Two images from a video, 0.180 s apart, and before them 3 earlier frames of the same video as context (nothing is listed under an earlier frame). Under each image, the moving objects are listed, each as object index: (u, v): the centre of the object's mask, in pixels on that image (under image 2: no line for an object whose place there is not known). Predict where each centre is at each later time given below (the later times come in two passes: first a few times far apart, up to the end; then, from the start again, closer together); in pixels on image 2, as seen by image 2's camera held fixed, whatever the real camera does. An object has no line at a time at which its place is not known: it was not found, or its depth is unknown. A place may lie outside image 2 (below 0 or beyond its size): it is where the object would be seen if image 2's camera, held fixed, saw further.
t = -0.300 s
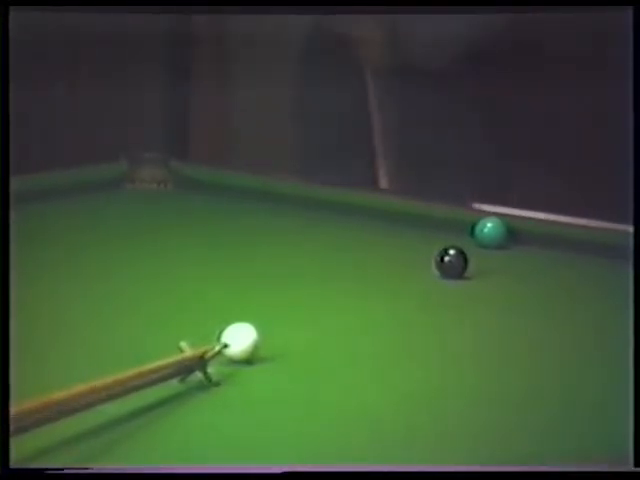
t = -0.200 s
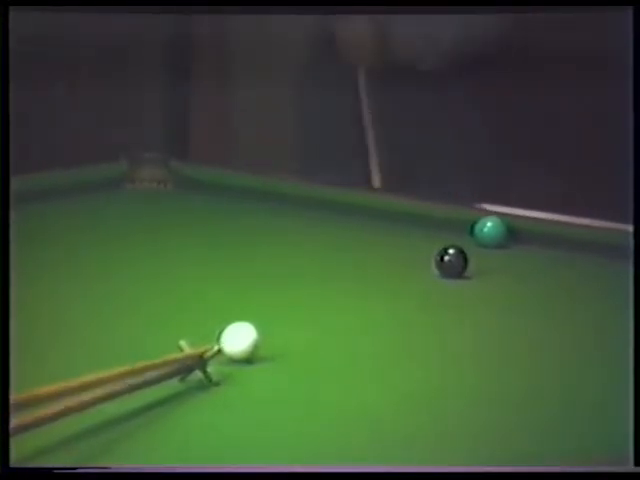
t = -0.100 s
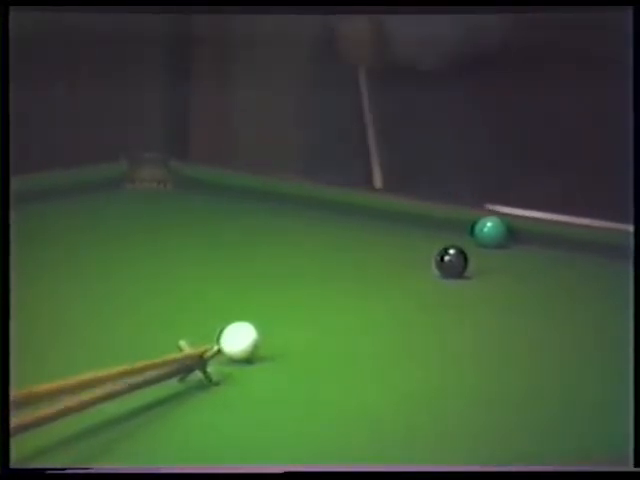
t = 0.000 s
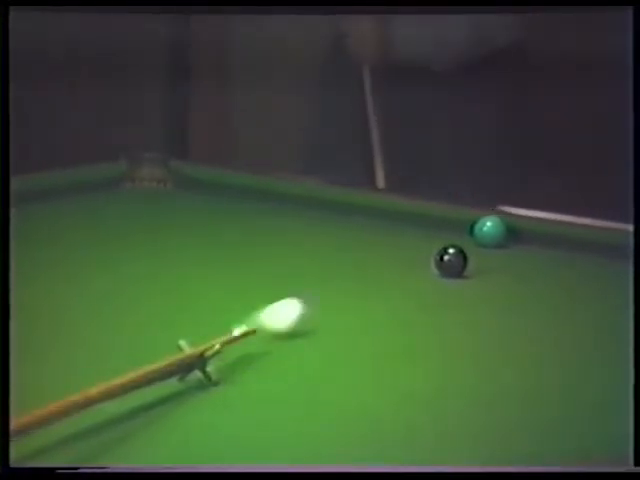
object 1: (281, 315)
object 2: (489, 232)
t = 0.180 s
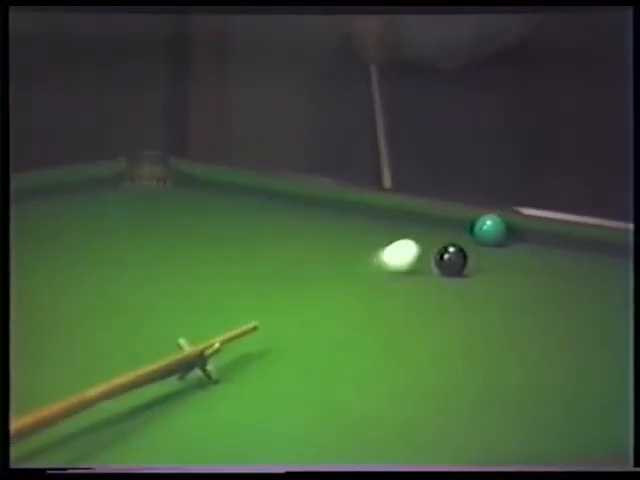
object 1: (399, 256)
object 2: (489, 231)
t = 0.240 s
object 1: (430, 239)
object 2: (489, 231)
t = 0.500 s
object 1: (285, 217)
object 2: (502, 240)
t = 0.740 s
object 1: (92, 212)
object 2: (494, 255)
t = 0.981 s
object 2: (487, 271)
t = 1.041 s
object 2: (486, 274)
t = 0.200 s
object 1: (410, 250)
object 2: (489, 230)
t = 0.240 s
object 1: (430, 239)
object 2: (489, 231)
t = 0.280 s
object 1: (452, 229)
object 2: (489, 231)
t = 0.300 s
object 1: (453, 226)
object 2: (491, 230)
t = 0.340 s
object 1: (437, 218)
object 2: (508, 232)
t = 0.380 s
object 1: (395, 217)
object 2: (507, 233)
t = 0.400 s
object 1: (375, 218)
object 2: (505, 235)
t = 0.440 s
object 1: (337, 218)
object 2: (504, 237)
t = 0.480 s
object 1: (301, 218)
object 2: (503, 240)
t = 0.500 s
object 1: (285, 217)
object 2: (502, 240)
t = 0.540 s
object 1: (252, 216)
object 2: (501, 242)
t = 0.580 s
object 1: (220, 215)
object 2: (499, 245)
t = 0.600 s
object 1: (204, 215)
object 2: (498, 247)
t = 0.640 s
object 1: (172, 214)
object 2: (497, 249)
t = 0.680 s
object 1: (140, 213)
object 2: (496, 251)
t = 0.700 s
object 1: (124, 213)
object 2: (495, 253)
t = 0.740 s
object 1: (92, 212)
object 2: (494, 255)
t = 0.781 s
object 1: (60, 211)
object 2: (493, 257)
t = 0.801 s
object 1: (44, 210)
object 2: (493, 260)
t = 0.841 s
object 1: (19, 209)
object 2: (491, 262)
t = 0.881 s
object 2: (491, 265)
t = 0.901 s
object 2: (490, 266)
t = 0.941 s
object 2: (489, 268)
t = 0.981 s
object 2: (487, 271)
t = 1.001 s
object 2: (486, 272)
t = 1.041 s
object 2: (486, 274)
